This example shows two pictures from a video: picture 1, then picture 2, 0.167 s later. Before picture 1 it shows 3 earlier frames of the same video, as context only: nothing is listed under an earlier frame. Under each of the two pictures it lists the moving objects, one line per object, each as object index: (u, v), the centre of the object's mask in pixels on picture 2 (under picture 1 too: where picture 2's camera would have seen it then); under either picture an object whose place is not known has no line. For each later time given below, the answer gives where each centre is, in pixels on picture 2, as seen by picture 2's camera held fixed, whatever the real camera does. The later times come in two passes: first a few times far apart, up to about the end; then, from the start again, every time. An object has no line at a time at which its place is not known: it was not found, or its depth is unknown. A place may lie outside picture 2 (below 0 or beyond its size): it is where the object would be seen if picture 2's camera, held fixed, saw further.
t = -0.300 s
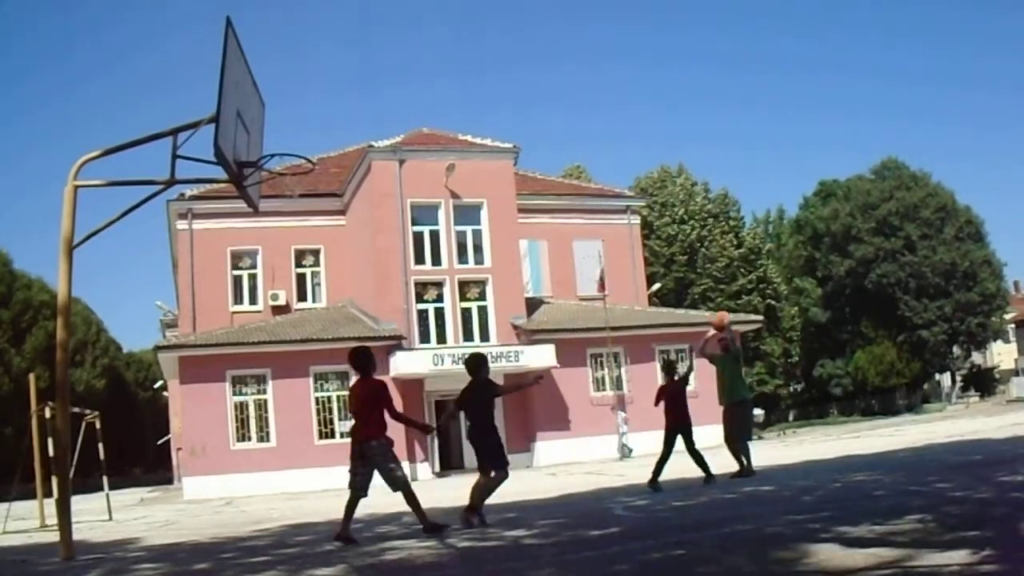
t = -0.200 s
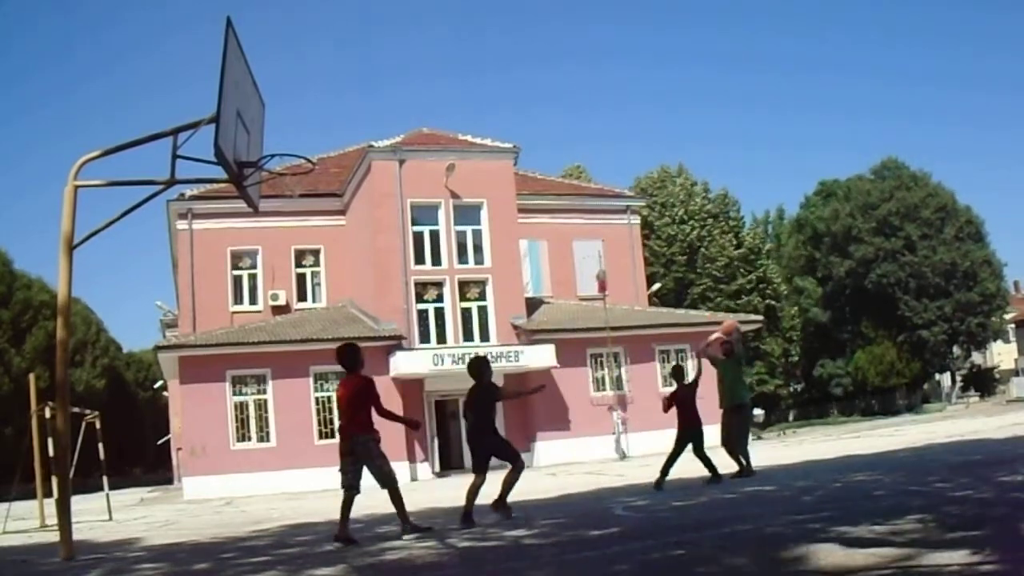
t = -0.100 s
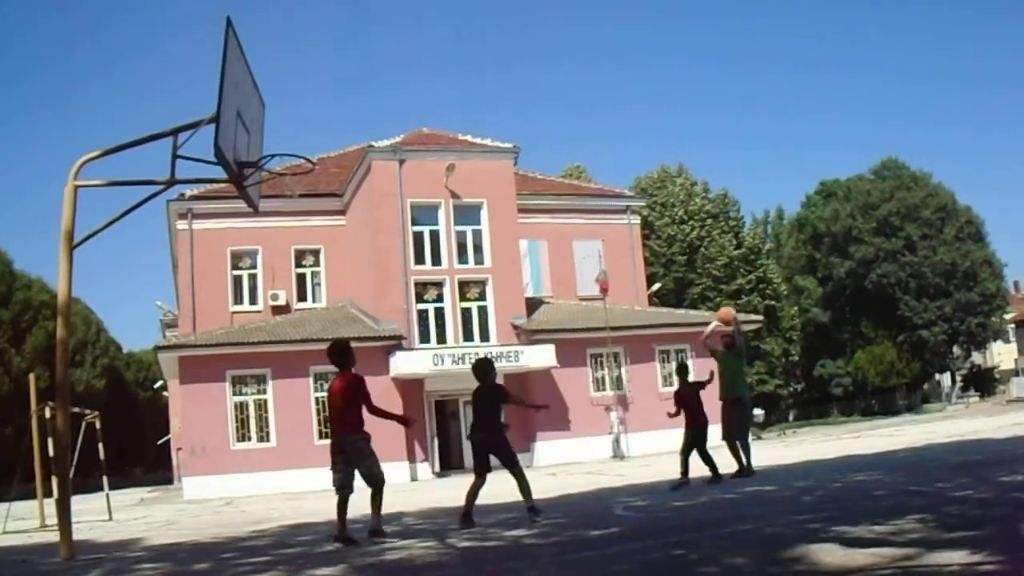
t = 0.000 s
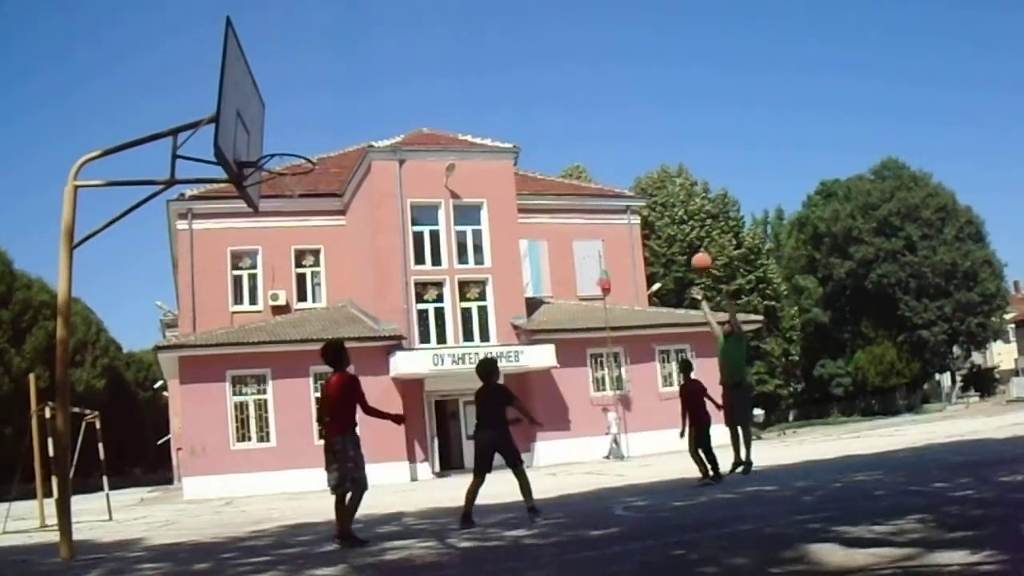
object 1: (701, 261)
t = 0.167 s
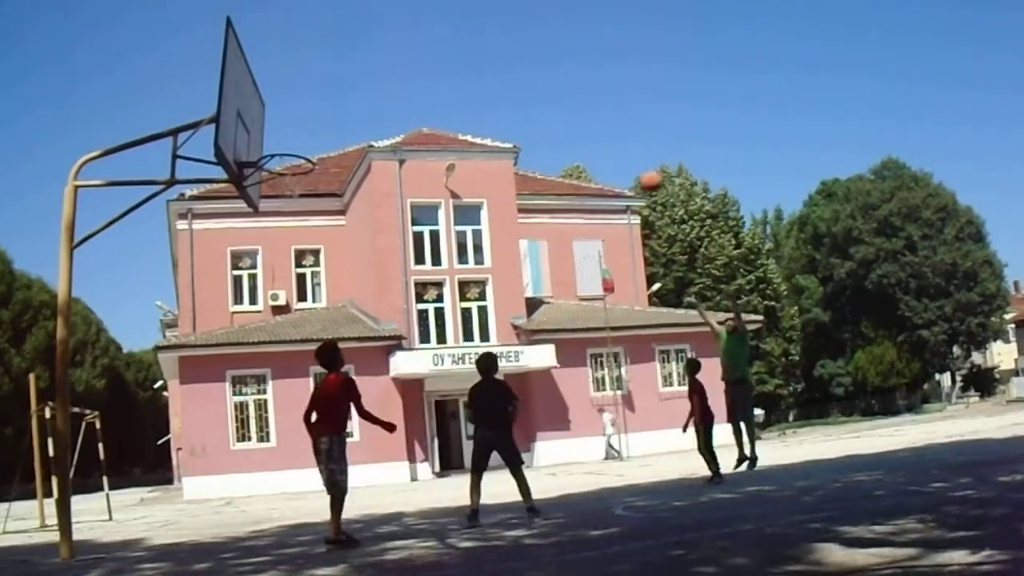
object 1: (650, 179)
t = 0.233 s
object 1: (630, 154)
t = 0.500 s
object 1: (545, 79)
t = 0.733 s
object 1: (467, 59)
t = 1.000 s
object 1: (366, 102)
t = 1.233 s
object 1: (285, 122)
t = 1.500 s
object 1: (281, 66)
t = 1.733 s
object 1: (328, 81)
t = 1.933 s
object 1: (374, 149)
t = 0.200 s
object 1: (641, 166)
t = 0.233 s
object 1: (630, 154)
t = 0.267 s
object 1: (620, 142)
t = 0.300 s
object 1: (609, 130)
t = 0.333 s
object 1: (598, 119)
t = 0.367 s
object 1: (588, 110)
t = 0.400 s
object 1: (577, 101)
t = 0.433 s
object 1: (567, 93)
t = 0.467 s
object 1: (556, 85)
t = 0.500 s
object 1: (545, 79)
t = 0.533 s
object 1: (534, 73)
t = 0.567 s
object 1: (523, 69)
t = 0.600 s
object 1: (512, 65)
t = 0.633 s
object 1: (501, 62)
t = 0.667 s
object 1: (489, 59)
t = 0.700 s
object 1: (478, 59)
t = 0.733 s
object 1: (467, 59)
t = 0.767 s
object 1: (455, 60)
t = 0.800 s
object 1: (443, 63)
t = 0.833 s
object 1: (430, 66)
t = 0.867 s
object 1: (418, 71)
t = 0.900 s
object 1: (406, 77)
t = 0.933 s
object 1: (393, 84)
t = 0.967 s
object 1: (379, 92)
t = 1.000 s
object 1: (366, 102)
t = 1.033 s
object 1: (352, 114)
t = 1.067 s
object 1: (339, 127)
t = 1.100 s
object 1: (324, 142)
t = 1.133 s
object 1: (310, 159)
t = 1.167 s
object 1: (302, 148)
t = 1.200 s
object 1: (294, 134)
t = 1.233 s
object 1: (285, 122)
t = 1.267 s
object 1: (277, 111)
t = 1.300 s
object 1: (269, 101)
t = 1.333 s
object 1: (260, 93)
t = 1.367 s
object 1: (253, 85)
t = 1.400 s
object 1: (261, 79)
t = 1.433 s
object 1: (267, 73)
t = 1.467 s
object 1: (274, 69)
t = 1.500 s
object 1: (281, 66)
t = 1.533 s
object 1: (287, 64)
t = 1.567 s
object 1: (294, 63)
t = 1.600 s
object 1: (300, 64)
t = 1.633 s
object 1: (307, 66)
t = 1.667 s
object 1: (314, 70)
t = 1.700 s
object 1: (321, 74)
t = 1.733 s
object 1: (328, 81)
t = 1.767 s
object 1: (335, 88)
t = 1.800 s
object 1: (343, 97)
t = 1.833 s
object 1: (350, 108)
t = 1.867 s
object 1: (358, 120)
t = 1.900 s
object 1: (366, 133)
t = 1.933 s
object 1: (374, 149)
